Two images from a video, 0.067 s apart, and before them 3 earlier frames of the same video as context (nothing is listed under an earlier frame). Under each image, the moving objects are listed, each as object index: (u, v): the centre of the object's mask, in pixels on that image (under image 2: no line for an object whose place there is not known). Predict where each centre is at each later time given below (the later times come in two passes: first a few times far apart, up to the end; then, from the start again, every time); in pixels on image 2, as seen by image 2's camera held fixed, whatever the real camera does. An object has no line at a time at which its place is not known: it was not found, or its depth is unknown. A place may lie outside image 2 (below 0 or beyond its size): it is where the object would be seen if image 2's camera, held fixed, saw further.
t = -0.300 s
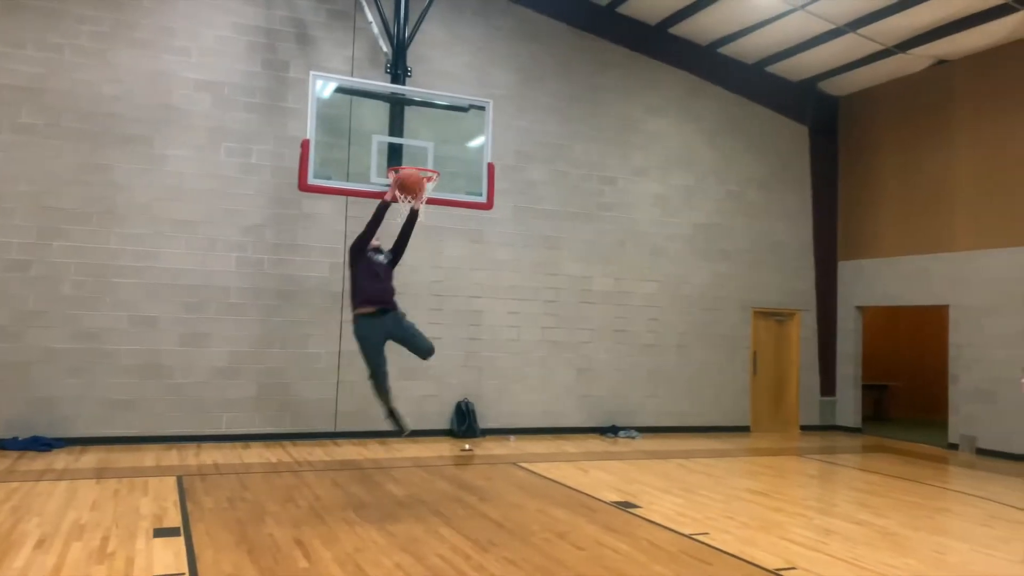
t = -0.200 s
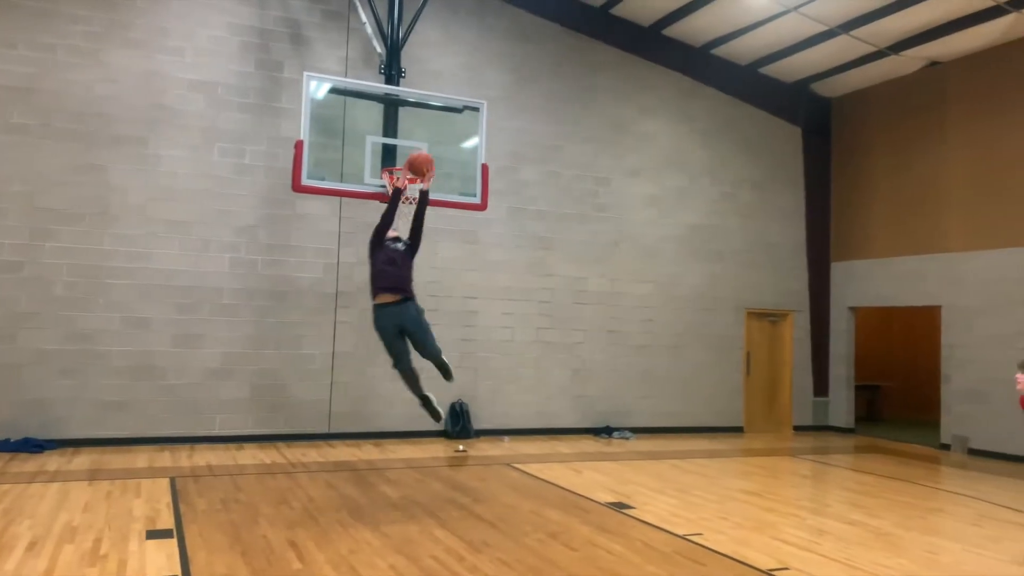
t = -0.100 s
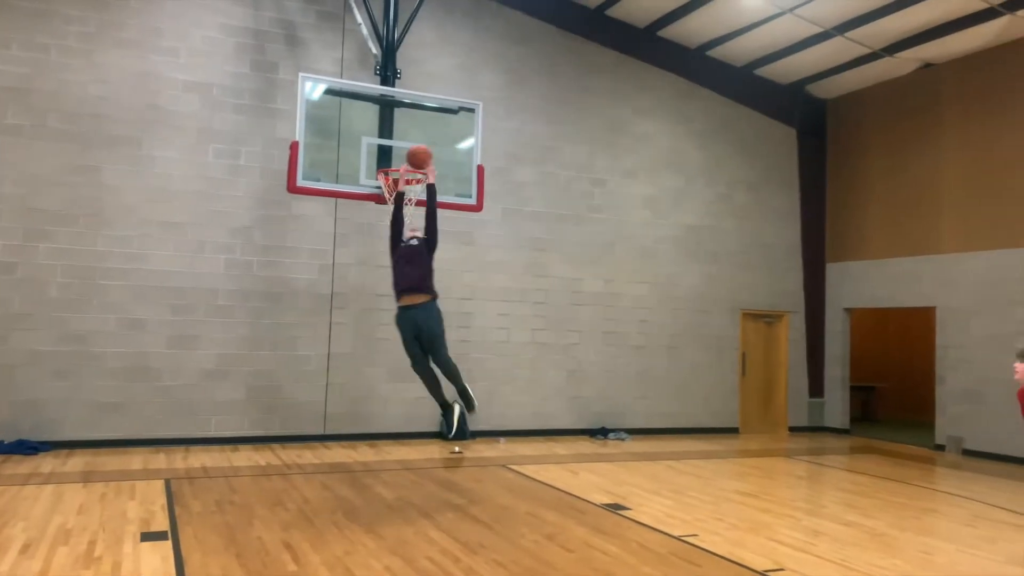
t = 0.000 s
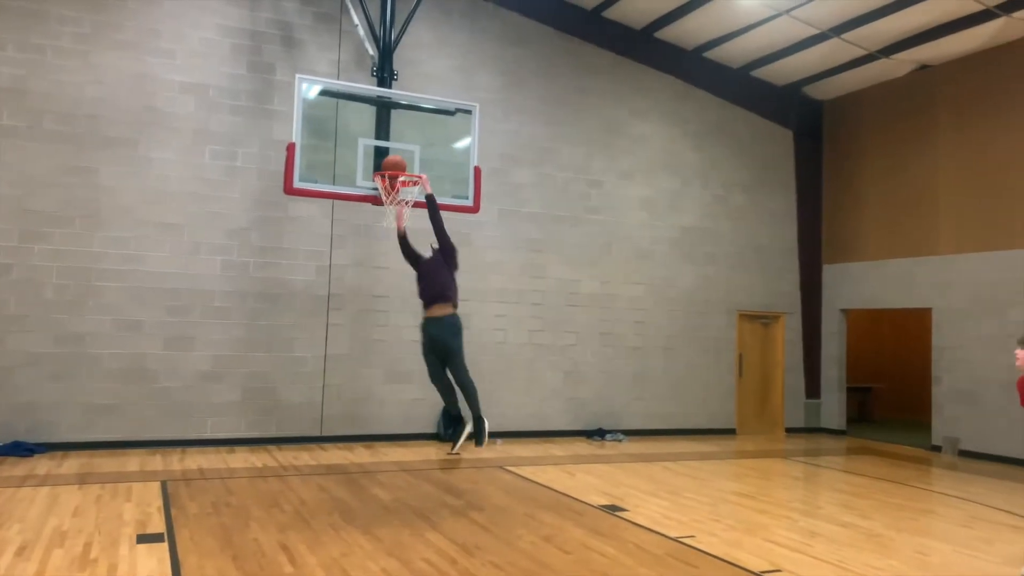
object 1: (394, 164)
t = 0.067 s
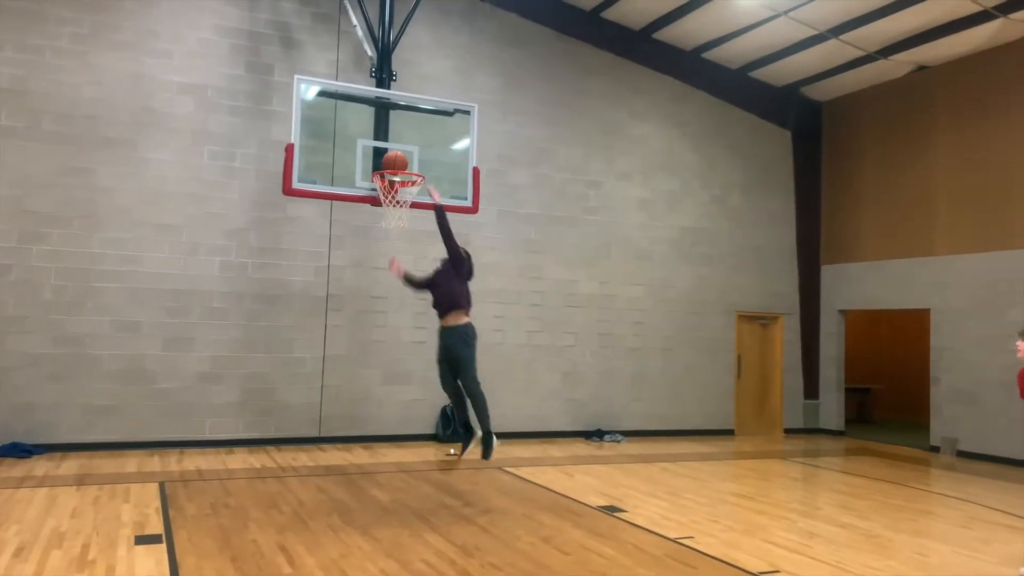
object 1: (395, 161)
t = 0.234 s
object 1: (404, 160)
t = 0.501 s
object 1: (415, 142)
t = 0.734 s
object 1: (423, 191)
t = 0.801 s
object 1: (425, 217)
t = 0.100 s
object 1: (397, 160)
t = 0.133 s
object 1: (399, 159)
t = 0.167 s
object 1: (400, 159)
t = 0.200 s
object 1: (402, 160)
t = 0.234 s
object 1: (404, 160)
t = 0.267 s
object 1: (405, 154)
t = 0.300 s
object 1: (407, 149)
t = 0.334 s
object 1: (408, 144)
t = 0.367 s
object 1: (410, 141)
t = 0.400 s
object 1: (411, 140)
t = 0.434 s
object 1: (413, 139)
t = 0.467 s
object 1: (414, 140)
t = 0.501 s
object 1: (415, 142)
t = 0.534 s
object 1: (416, 145)
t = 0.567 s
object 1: (418, 149)
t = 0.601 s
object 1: (419, 155)
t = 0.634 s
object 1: (420, 162)
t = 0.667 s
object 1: (421, 171)
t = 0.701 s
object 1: (423, 180)
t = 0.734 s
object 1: (423, 191)
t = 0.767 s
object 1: (424, 204)
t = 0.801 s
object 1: (425, 217)
